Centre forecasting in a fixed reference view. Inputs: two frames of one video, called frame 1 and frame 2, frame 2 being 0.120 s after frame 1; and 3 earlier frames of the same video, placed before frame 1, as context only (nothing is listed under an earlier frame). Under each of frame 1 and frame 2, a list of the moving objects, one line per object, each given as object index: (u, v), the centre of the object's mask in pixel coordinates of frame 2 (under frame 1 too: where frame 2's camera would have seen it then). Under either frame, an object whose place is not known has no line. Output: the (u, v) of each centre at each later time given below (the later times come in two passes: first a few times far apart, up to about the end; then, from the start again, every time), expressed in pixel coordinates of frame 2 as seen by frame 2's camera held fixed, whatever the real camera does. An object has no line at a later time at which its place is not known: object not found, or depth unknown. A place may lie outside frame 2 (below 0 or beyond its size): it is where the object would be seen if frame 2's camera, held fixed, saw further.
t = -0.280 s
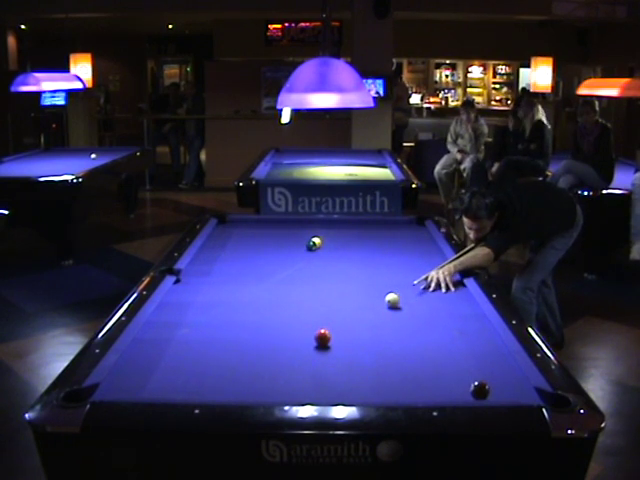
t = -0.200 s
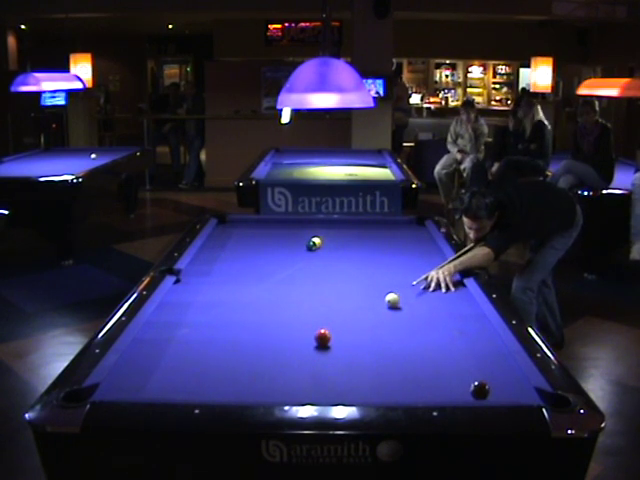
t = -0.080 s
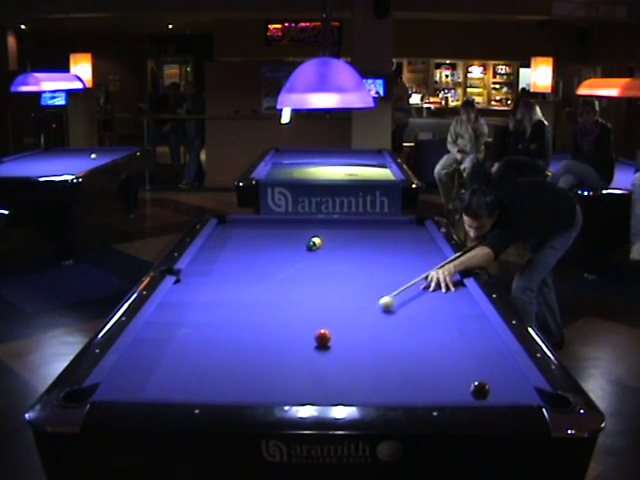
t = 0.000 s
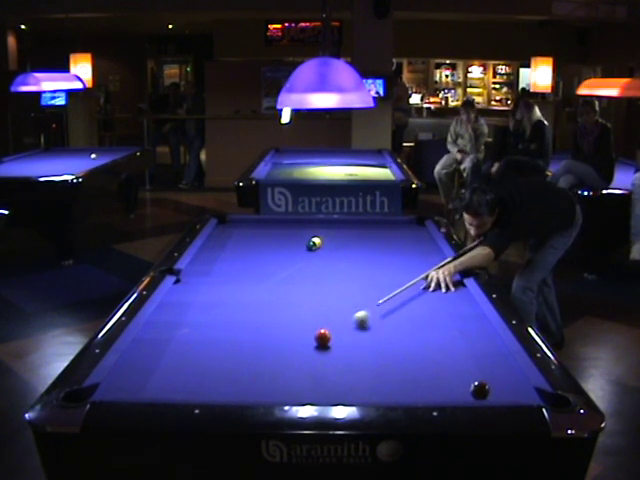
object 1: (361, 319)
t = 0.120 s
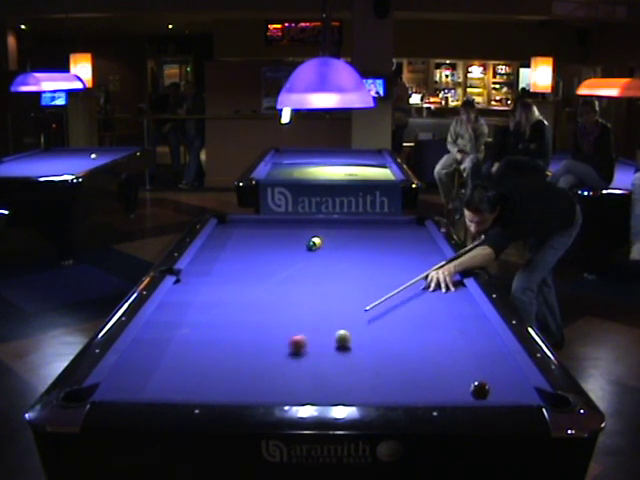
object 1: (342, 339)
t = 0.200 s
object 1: (349, 347)
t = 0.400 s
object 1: (355, 376)
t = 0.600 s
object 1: (358, 392)
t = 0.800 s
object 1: (354, 377)
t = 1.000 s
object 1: (351, 359)
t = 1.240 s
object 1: (348, 343)
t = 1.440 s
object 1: (346, 331)
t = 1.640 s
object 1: (345, 319)
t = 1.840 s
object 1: (343, 310)
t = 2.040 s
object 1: (342, 301)
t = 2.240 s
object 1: (341, 294)
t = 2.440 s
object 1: (340, 287)
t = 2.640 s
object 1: (340, 281)
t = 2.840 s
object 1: (339, 275)
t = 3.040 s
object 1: (338, 270)
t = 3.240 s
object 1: (338, 265)
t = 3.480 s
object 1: (338, 260)
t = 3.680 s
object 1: (338, 257)
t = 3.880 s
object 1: (337, 253)
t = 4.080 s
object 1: (337, 250)
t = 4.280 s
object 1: (338, 247)
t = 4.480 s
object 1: (338, 245)
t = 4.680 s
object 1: (338, 243)
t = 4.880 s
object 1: (338, 241)
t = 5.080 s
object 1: (338, 239)
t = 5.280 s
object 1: (338, 237)
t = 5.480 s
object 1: (338, 236)
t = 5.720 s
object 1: (338, 234)
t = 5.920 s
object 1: (338, 233)
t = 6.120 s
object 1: (338, 232)
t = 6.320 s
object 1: (337, 232)
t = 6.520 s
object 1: (337, 231)
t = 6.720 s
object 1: (337, 230)
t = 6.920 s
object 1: (337, 230)
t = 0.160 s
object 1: (347, 343)
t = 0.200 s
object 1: (349, 347)
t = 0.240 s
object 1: (351, 352)
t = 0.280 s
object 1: (352, 358)
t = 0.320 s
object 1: (352, 364)
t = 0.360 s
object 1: (354, 369)
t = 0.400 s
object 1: (355, 376)
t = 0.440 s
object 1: (356, 382)
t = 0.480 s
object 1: (357, 388)
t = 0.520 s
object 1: (358, 393)
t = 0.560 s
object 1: (359, 394)
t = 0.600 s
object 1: (358, 392)
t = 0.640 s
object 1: (357, 390)
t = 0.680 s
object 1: (356, 387)
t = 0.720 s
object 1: (356, 384)
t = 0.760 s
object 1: (355, 380)
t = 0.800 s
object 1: (354, 377)
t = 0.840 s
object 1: (354, 373)
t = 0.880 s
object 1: (353, 370)
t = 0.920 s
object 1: (352, 366)
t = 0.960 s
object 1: (351, 363)
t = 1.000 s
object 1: (351, 359)
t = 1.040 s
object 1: (351, 356)
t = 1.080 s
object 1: (350, 353)
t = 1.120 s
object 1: (350, 350)
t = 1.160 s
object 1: (349, 347)
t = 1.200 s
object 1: (349, 345)
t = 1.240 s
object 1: (348, 343)
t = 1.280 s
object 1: (348, 340)
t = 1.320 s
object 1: (347, 337)
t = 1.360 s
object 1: (347, 335)
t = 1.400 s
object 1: (347, 333)
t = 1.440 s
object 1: (346, 331)
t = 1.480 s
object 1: (346, 328)
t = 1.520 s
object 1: (346, 326)
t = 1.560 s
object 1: (345, 324)
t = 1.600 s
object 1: (345, 321)
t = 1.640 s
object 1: (345, 319)
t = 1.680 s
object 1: (344, 318)
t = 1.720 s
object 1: (344, 316)
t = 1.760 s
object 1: (344, 314)
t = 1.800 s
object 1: (343, 312)
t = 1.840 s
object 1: (343, 310)
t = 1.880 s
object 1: (343, 308)
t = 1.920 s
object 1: (343, 306)
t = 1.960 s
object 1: (342, 305)
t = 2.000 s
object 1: (342, 303)
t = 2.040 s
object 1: (342, 301)
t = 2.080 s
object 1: (342, 300)
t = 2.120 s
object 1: (342, 298)
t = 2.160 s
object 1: (342, 297)
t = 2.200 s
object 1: (341, 295)
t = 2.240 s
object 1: (341, 294)
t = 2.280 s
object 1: (341, 292)
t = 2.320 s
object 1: (341, 291)
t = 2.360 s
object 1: (341, 289)
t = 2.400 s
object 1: (341, 288)
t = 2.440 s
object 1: (340, 287)
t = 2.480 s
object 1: (340, 285)
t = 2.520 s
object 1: (340, 284)
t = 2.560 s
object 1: (340, 283)
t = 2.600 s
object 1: (340, 282)
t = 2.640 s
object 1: (340, 281)
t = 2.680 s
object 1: (340, 280)
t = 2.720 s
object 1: (340, 278)
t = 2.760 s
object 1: (339, 277)
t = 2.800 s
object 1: (339, 276)
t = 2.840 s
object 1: (339, 275)
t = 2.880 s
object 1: (339, 274)
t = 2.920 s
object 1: (339, 273)
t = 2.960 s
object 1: (339, 272)
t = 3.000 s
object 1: (339, 271)
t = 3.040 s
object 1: (338, 270)
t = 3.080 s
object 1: (339, 269)
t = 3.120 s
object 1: (338, 268)
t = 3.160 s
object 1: (338, 267)
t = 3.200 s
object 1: (338, 266)
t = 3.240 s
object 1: (338, 265)
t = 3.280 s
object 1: (338, 264)
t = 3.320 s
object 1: (338, 263)
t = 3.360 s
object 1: (338, 263)
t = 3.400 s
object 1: (338, 262)
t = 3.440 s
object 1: (338, 261)
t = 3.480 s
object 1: (338, 260)
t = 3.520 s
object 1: (338, 260)
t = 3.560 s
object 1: (338, 259)
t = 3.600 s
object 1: (337, 258)
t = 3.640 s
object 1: (338, 257)
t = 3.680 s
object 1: (338, 257)
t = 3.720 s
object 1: (337, 256)
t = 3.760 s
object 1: (338, 255)
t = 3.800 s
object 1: (337, 255)
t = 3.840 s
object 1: (337, 254)
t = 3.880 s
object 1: (337, 253)
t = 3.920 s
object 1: (337, 253)
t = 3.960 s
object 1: (337, 252)
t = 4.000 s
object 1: (337, 251)
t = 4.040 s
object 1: (337, 251)
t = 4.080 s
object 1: (337, 250)
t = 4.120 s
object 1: (337, 250)
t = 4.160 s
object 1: (337, 249)
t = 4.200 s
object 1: (337, 249)
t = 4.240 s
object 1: (338, 248)
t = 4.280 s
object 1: (338, 247)
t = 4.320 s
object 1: (338, 247)
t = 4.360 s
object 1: (338, 247)
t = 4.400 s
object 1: (338, 246)
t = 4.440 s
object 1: (338, 246)
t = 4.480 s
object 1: (338, 245)
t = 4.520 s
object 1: (338, 244)
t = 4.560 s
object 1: (338, 244)
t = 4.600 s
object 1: (338, 244)
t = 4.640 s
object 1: (337, 243)
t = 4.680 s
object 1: (338, 243)
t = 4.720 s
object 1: (338, 242)
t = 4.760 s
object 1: (338, 242)
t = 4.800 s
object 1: (338, 242)
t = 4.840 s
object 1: (338, 241)
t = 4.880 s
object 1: (338, 241)
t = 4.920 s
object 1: (338, 240)
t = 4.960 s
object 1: (338, 240)
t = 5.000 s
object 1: (338, 240)
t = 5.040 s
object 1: (338, 239)
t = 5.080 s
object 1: (338, 239)
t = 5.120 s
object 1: (338, 239)
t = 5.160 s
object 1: (338, 238)
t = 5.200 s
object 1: (338, 238)
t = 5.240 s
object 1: (338, 238)
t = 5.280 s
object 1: (338, 237)
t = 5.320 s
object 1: (338, 237)
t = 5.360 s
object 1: (338, 237)
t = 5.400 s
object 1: (338, 236)
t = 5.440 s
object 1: (338, 236)
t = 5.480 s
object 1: (338, 236)
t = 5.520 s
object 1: (338, 236)
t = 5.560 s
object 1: (338, 235)
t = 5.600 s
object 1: (338, 235)
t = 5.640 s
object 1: (338, 235)
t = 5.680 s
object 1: (338, 235)
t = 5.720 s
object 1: (338, 234)
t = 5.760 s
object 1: (338, 234)
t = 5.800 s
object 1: (338, 234)
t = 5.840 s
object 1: (338, 234)
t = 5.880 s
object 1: (338, 234)
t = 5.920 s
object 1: (338, 233)
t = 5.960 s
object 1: (338, 233)
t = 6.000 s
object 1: (338, 233)
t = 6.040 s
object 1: (338, 233)
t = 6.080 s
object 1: (338, 232)
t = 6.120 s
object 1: (338, 232)
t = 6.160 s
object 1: (337, 232)
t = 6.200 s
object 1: (337, 232)
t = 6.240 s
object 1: (337, 232)
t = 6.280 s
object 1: (337, 231)
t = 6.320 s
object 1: (337, 232)
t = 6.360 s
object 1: (337, 231)
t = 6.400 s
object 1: (337, 231)
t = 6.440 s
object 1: (337, 231)
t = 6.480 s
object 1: (337, 231)
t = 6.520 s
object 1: (337, 231)
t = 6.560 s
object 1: (337, 231)
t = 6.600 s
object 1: (337, 231)
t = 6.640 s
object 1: (337, 231)
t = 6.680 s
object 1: (337, 231)
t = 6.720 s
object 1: (337, 230)
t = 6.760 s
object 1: (337, 230)
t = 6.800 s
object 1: (337, 230)
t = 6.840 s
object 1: (337, 230)
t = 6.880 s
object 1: (337, 230)
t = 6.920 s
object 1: (337, 230)
